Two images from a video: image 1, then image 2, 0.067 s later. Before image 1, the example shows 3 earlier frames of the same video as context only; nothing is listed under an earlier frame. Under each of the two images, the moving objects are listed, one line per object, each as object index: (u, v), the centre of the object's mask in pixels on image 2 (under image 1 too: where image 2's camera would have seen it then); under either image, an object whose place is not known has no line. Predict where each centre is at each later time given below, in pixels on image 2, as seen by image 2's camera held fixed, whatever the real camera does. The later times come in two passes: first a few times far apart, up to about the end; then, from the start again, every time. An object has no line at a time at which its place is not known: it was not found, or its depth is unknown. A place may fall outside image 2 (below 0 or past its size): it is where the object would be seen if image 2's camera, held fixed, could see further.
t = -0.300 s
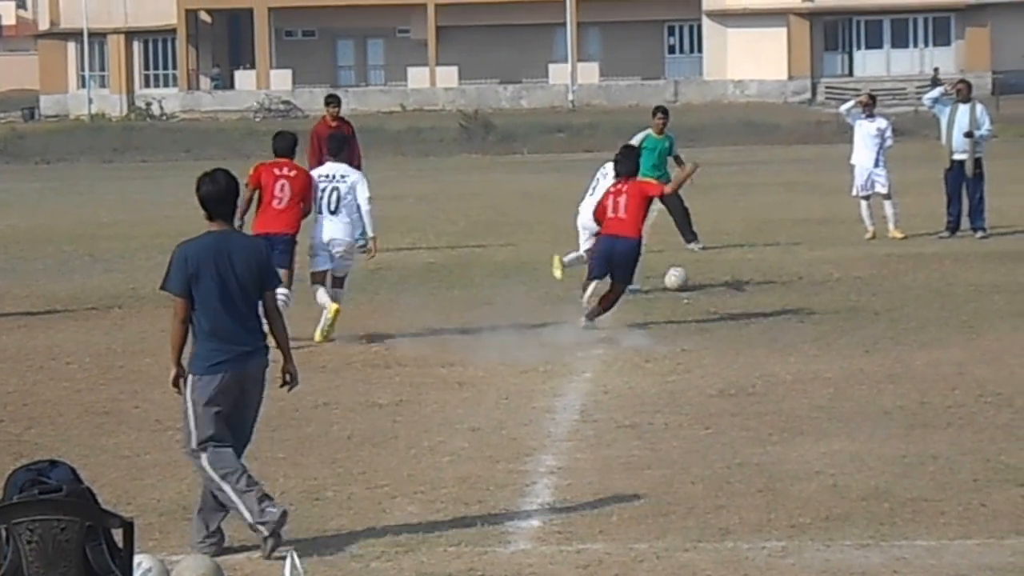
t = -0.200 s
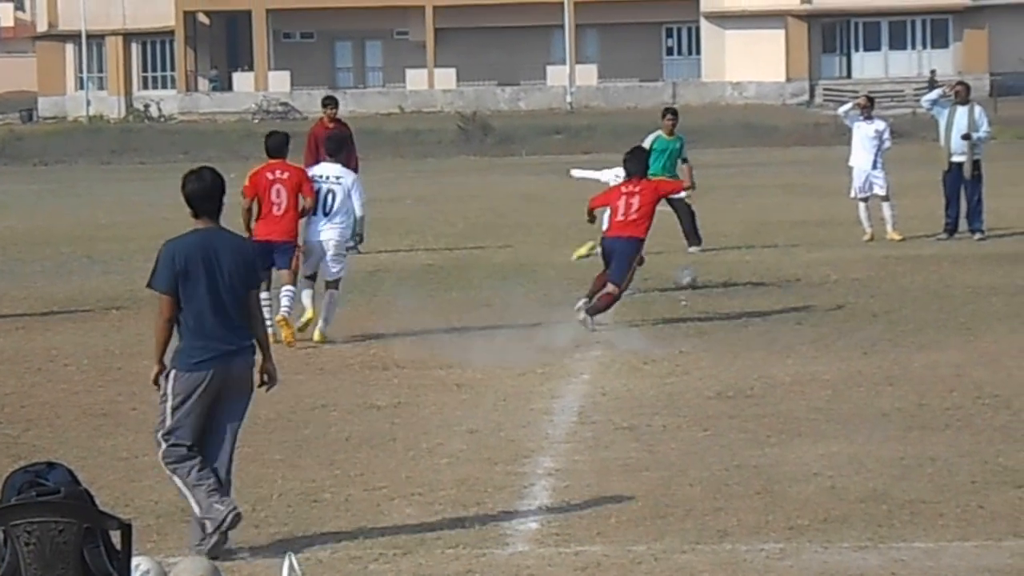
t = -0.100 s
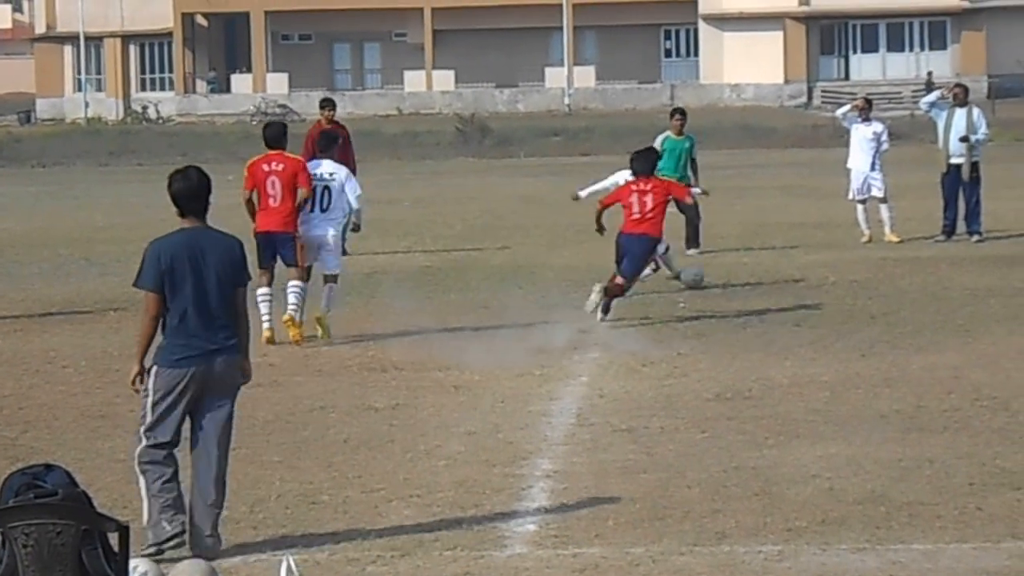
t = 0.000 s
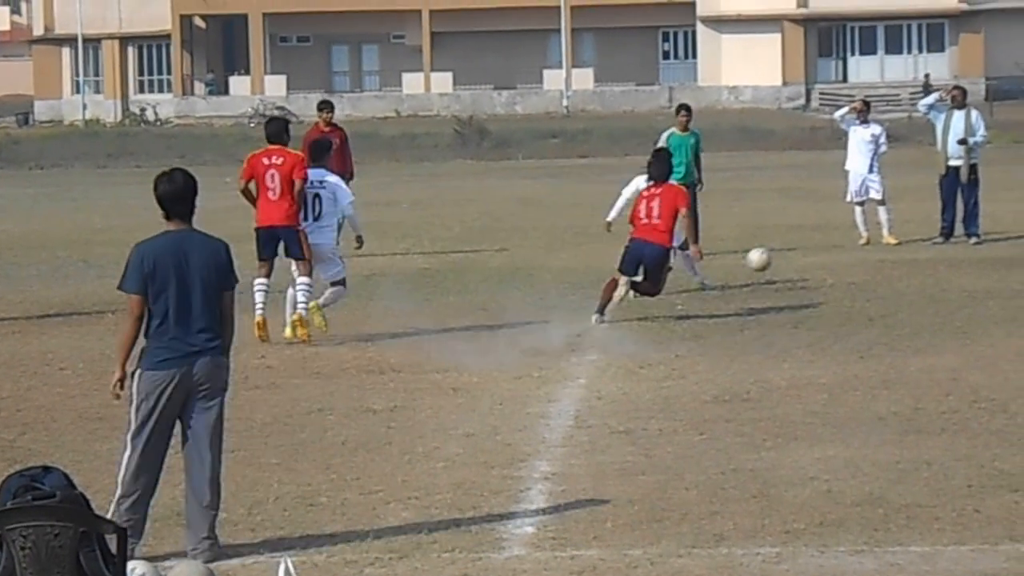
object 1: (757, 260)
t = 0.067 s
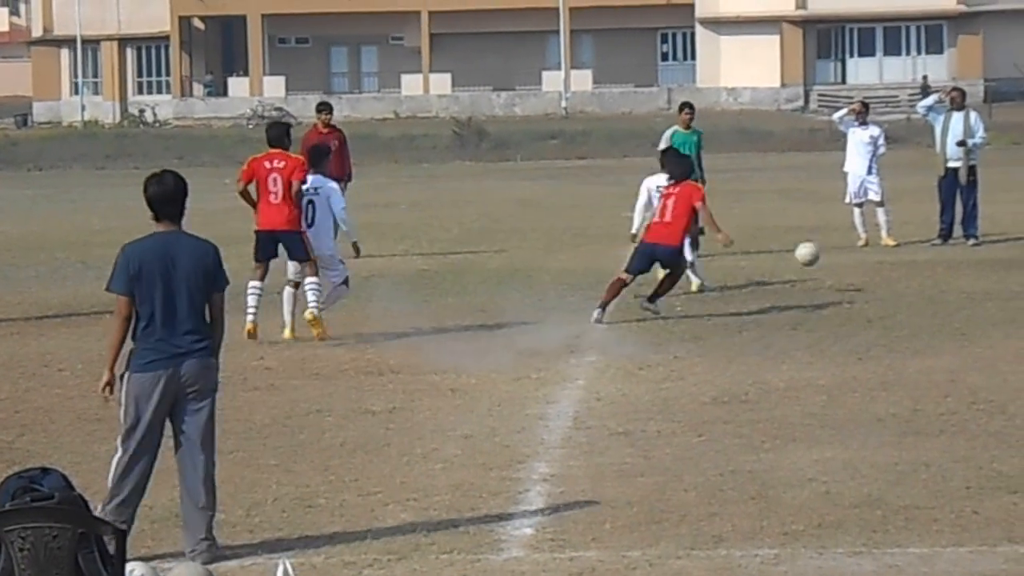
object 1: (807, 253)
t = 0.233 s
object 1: (933, 255)
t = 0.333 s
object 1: (1010, 270)
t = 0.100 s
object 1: (832, 252)
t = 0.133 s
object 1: (857, 251)
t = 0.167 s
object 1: (882, 252)
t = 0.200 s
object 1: (908, 252)
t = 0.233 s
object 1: (933, 255)
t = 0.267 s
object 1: (959, 259)
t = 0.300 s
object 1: (985, 264)
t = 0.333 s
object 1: (1010, 270)
